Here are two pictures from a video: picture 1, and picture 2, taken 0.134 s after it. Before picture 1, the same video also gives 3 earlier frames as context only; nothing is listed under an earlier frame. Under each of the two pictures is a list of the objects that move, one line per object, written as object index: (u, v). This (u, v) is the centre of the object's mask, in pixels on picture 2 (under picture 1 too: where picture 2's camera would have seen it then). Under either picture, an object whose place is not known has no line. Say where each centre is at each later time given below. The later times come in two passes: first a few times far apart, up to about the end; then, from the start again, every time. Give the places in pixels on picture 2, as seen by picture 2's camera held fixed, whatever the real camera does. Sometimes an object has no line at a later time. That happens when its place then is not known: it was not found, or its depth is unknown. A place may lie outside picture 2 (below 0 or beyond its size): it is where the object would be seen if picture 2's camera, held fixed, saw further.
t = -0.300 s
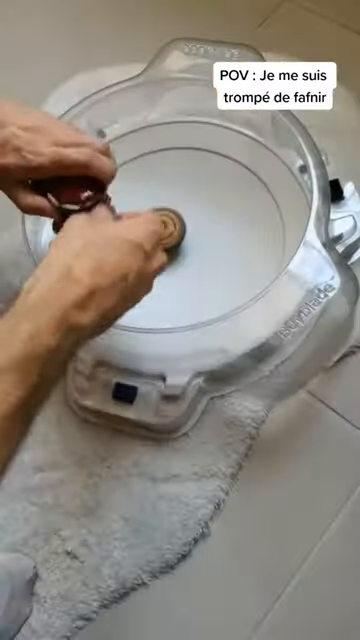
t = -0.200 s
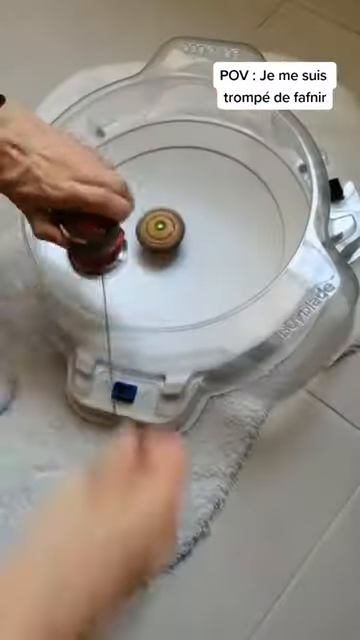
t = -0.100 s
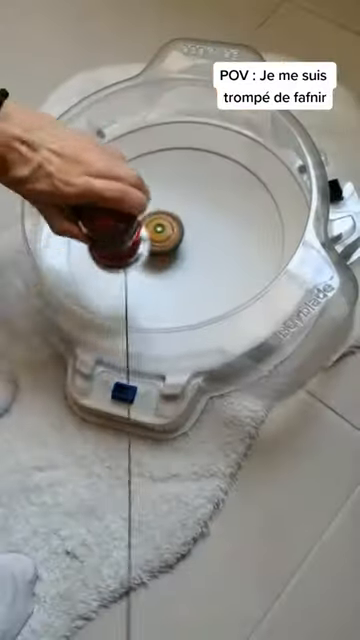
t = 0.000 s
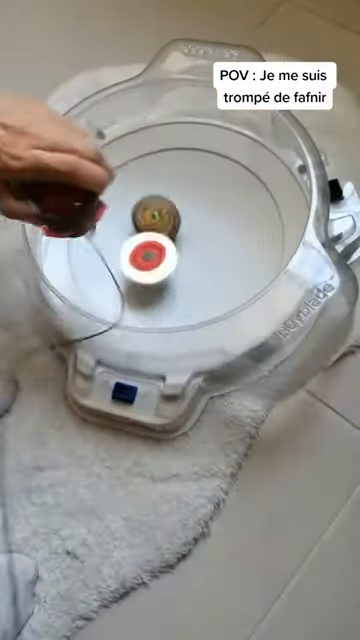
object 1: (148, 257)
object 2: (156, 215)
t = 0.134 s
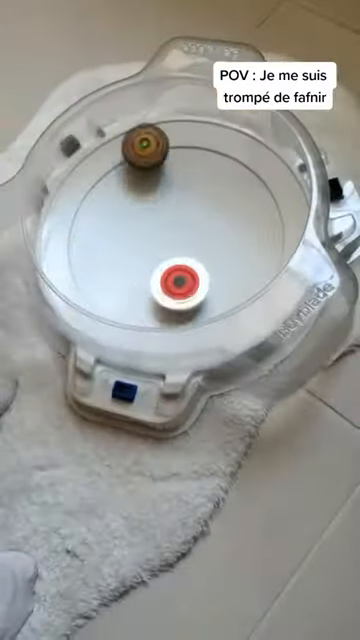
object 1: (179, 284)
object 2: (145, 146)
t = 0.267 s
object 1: (210, 256)
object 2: (163, 162)
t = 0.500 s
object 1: (198, 225)
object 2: (146, 156)
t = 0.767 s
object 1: (146, 326)
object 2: (165, 140)
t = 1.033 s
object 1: (234, 320)
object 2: (192, 196)
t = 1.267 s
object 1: (264, 227)
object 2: (163, 235)
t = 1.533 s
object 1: (147, 184)
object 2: (110, 255)
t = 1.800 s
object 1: (110, 184)
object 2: (124, 280)
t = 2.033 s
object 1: (92, 262)
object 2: (180, 234)
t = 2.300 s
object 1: (195, 269)
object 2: (201, 219)
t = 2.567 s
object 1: (232, 252)
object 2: (209, 159)
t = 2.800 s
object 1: (213, 218)
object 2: (170, 180)
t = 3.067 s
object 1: (164, 271)
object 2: (168, 201)
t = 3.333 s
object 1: (229, 279)
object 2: (186, 216)
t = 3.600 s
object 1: (263, 246)
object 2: (79, 161)
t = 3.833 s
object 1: (191, 229)
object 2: (129, 193)
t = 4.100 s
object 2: (153, 172)
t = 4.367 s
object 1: (246, 266)
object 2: (167, 203)
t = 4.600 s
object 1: (216, 266)
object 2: (109, 173)
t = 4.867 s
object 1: (204, 288)
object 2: (98, 167)
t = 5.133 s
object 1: (162, 273)
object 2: (148, 208)
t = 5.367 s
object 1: (119, 294)
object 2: (199, 259)
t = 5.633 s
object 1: (143, 273)
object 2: (223, 296)
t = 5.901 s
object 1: (103, 220)
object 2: (203, 268)
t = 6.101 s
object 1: (77, 204)
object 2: (180, 245)
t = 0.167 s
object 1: (187, 283)
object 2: (149, 148)
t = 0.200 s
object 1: (195, 277)
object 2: (154, 152)
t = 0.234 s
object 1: (203, 268)
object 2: (159, 156)
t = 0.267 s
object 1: (210, 256)
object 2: (163, 162)
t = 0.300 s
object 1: (214, 241)
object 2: (167, 169)
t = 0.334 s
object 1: (213, 226)
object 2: (169, 177)
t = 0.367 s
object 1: (209, 213)
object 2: (168, 180)
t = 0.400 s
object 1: (210, 218)
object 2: (159, 164)
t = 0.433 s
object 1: (208, 222)
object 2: (151, 152)
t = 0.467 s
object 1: (204, 224)
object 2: (146, 147)
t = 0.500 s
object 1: (198, 225)
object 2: (146, 156)
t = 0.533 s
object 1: (189, 225)
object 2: (147, 164)
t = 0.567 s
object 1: (178, 226)
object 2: (148, 173)
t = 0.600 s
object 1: (167, 228)
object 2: (151, 183)
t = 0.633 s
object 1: (157, 250)
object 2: (151, 168)
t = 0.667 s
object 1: (151, 278)
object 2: (152, 151)
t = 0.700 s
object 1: (147, 300)
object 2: (155, 142)
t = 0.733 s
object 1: (146, 318)
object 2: (160, 140)
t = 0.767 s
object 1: (146, 326)
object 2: (165, 140)
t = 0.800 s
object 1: (155, 330)
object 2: (171, 143)
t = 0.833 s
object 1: (164, 337)
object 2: (177, 149)
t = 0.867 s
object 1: (174, 339)
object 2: (182, 156)
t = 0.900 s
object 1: (185, 340)
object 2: (186, 162)
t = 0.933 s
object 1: (196, 338)
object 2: (189, 170)
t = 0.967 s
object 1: (209, 332)
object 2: (191, 179)
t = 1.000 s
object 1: (221, 327)
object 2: (192, 187)
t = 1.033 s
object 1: (234, 320)
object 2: (192, 196)
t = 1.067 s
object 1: (248, 311)
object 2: (191, 204)
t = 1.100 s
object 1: (259, 301)
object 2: (188, 212)
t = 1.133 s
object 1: (269, 287)
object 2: (184, 219)
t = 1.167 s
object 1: (272, 272)
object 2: (179, 225)
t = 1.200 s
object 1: (272, 255)
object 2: (174, 229)
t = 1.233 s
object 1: (270, 241)
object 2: (169, 233)
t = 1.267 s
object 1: (264, 227)
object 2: (163, 235)
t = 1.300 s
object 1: (253, 215)
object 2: (158, 237)
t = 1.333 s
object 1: (240, 204)
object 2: (153, 238)
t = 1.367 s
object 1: (224, 197)
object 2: (148, 239)
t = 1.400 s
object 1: (206, 192)
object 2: (143, 240)
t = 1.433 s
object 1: (187, 190)
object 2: (138, 240)
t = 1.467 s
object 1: (170, 191)
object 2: (135, 239)
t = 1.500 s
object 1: (153, 194)
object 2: (131, 239)
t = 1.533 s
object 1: (147, 184)
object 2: (110, 255)
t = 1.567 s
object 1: (145, 174)
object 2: (89, 272)
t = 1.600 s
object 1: (143, 169)
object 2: (80, 279)
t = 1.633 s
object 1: (140, 166)
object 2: (82, 281)
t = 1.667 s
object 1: (137, 167)
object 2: (86, 286)
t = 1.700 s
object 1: (132, 168)
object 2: (94, 288)
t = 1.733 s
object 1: (126, 172)
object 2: (103, 289)
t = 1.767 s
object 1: (118, 178)
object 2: (113, 284)
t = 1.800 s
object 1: (110, 184)
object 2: (124, 280)
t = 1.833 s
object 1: (102, 191)
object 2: (134, 274)
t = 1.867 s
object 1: (94, 200)
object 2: (143, 267)
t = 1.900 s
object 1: (86, 211)
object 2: (153, 260)
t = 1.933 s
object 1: (81, 224)
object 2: (161, 253)
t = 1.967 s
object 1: (80, 237)
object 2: (169, 245)
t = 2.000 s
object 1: (84, 250)
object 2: (175, 239)
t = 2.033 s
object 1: (92, 262)
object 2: (180, 234)
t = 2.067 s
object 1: (103, 272)
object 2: (184, 230)
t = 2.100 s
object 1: (117, 279)
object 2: (187, 227)
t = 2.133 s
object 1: (132, 283)
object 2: (188, 226)
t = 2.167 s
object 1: (148, 283)
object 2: (188, 226)
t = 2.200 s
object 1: (165, 280)
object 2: (188, 228)
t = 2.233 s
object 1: (178, 276)
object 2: (190, 228)
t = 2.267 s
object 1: (186, 274)
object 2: (196, 224)
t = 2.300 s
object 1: (195, 269)
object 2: (201, 219)
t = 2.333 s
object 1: (203, 263)
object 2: (206, 214)
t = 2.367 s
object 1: (207, 270)
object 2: (212, 190)
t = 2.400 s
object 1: (210, 275)
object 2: (218, 168)
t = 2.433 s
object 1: (214, 276)
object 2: (223, 148)
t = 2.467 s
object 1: (218, 274)
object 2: (220, 144)
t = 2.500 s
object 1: (223, 269)
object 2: (216, 147)
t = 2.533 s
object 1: (228, 262)
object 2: (213, 153)
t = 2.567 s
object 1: (232, 252)
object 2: (209, 159)
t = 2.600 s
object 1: (235, 241)
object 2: (206, 169)
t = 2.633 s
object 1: (235, 230)
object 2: (204, 180)
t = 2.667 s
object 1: (233, 221)
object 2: (200, 187)
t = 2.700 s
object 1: (232, 222)
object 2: (191, 184)
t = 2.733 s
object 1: (229, 221)
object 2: (182, 181)
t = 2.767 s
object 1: (223, 220)
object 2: (175, 180)
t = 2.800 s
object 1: (213, 218)
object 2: (170, 180)
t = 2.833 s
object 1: (202, 219)
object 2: (165, 182)
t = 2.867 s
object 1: (191, 223)
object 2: (162, 183)
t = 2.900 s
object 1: (181, 229)
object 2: (160, 186)
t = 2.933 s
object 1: (173, 236)
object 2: (160, 189)
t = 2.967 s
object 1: (167, 244)
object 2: (161, 192)
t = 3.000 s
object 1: (164, 254)
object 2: (163, 195)
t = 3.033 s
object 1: (162, 262)
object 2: (165, 199)
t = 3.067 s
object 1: (164, 271)
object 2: (168, 201)
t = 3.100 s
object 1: (168, 279)
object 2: (171, 203)
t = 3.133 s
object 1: (173, 287)
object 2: (174, 205)
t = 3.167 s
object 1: (181, 292)
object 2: (177, 206)
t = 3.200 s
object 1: (190, 295)
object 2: (179, 209)
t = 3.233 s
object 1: (200, 295)
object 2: (181, 211)
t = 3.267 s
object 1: (211, 292)
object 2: (183, 213)
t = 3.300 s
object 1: (221, 287)
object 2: (184, 215)
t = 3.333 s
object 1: (229, 279)
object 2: (186, 216)
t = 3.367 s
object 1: (235, 269)
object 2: (186, 218)
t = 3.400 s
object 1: (237, 258)
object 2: (187, 218)
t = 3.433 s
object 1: (235, 247)
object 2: (187, 219)
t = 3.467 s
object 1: (231, 238)
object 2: (179, 216)
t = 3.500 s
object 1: (254, 242)
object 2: (135, 190)
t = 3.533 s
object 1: (271, 244)
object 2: (97, 168)
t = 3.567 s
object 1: (272, 244)
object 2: (82, 160)
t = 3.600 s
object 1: (263, 246)
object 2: (79, 161)
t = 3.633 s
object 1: (252, 243)
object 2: (84, 169)
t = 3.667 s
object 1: (241, 239)
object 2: (87, 171)
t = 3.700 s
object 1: (228, 235)
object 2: (92, 175)
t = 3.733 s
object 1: (218, 231)
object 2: (100, 180)
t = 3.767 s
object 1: (208, 229)
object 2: (108, 185)
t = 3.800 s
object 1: (199, 228)
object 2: (118, 189)
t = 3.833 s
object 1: (191, 229)
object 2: (129, 193)
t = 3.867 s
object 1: (184, 233)
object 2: (138, 197)
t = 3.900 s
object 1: (178, 239)
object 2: (148, 200)
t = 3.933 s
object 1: (181, 257)
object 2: (147, 188)
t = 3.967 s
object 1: (184, 272)
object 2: (147, 179)
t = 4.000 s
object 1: (188, 283)
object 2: (148, 173)
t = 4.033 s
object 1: (193, 291)
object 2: (148, 171)
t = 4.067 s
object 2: (150, 171)
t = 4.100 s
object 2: (153, 172)
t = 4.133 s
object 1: (213, 301)
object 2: (154, 174)
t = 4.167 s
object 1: (222, 303)
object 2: (156, 178)
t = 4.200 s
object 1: (231, 303)
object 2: (159, 183)
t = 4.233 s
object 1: (237, 299)
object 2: (160, 186)
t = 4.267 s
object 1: (240, 291)
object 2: (161, 190)
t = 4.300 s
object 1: (243, 284)
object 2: (163, 194)
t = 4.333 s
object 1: (245, 274)
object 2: (165, 199)
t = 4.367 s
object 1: (246, 266)
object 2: (167, 203)
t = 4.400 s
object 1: (242, 258)
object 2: (168, 207)
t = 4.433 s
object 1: (235, 250)
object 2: (169, 210)
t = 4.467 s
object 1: (225, 245)
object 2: (170, 213)
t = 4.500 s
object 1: (213, 241)
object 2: (169, 216)
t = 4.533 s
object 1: (215, 250)
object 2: (147, 200)
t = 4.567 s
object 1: (217, 259)
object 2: (126, 185)
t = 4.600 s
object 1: (216, 266)
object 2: (109, 173)
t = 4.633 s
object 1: (213, 271)
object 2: (98, 164)
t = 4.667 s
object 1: (210, 276)
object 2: (91, 160)
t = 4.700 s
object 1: (208, 281)
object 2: (87, 159)
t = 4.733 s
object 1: (207, 284)
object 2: (85, 157)
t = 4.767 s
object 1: (206, 287)
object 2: (88, 160)
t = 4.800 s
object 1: (206, 288)
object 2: (91, 162)
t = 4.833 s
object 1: (206, 288)
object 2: (94, 164)
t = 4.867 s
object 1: (204, 288)
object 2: (98, 167)
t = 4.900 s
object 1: (203, 286)
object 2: (104, 172)
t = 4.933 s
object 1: (200, 284)
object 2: (110, 176)
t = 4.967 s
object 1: (196, 282)
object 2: (117, 181)
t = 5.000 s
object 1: (191, 279)
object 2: (123, 186)
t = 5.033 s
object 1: (185, 277)
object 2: (130, 191)
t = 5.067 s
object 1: (178, 275)
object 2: (137, 197)
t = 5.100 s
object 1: (170, 273)
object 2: (143, 202)
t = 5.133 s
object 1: (162, 273)
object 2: (148, 208)
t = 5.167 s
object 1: (155, 273)
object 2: (155, 216)
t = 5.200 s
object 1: (147, 274)
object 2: (161, 224)
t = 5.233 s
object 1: (140, 276)
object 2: (167, 232)
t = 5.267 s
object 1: (134, 279)
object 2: (172, 242)
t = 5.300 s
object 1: (126, 284)
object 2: (181, 249)
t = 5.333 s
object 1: (121, 290)
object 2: (191, 254)
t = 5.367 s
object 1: (119, 294)
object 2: (199, 259)
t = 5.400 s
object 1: (119, 300)
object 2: (206, 264)
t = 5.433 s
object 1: (122, 303)
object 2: (210, 270)
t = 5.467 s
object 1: (127, 305)
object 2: (213, 277)
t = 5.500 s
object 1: (134, 304)
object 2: (213, 282)
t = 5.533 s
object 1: (142, 300)
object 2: (211, 287)
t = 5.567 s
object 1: (148, 295)
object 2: (208, 291)
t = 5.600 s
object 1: (148, 285)
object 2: (211, 293)
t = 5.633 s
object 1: (143, 273)
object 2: (223, 296)
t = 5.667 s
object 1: (139, 263)
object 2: (233, 301)
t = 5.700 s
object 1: (135, 255)
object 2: (234, 297)
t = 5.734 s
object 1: (131, 248)
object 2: (231, 293)
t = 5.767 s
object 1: (126, 241)
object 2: (227, 289)
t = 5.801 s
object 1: (121, 236)
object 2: (222, 286)
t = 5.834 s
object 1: (115, 229)
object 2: (216, 279)
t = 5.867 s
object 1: (109, 224)
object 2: (210, 274)
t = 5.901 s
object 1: (103, 220)
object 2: (203, 268)
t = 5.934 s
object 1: (98, 216)
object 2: (198, 263)
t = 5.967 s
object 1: (93, 213)
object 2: (192, 259)
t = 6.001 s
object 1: (87, 210)
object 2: (188, 254)
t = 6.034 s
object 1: (83, 207)
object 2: (184, 251)
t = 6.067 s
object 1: (78, 205)
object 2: (182, 248)
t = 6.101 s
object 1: (77, 204)
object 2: (180, 245)
